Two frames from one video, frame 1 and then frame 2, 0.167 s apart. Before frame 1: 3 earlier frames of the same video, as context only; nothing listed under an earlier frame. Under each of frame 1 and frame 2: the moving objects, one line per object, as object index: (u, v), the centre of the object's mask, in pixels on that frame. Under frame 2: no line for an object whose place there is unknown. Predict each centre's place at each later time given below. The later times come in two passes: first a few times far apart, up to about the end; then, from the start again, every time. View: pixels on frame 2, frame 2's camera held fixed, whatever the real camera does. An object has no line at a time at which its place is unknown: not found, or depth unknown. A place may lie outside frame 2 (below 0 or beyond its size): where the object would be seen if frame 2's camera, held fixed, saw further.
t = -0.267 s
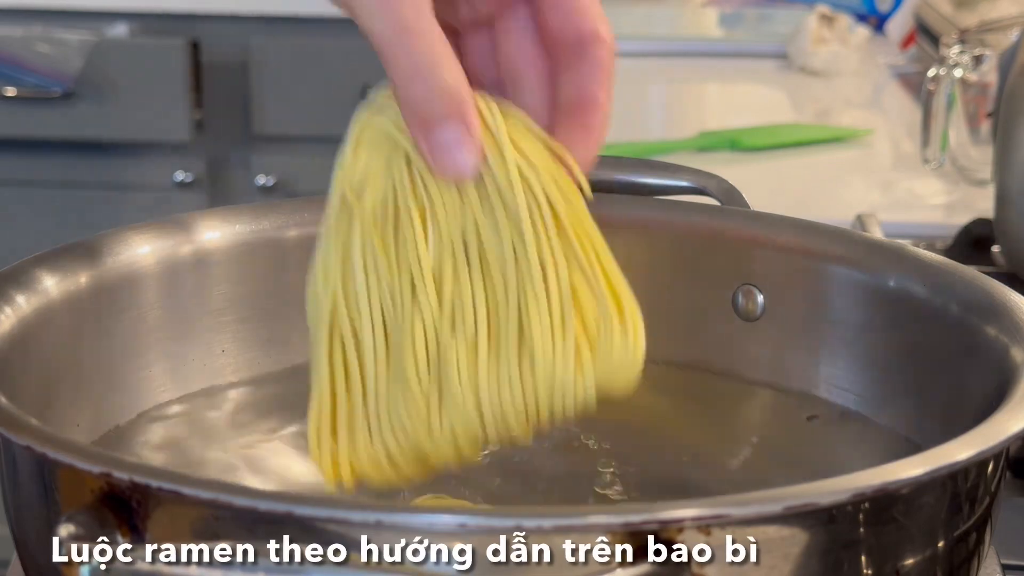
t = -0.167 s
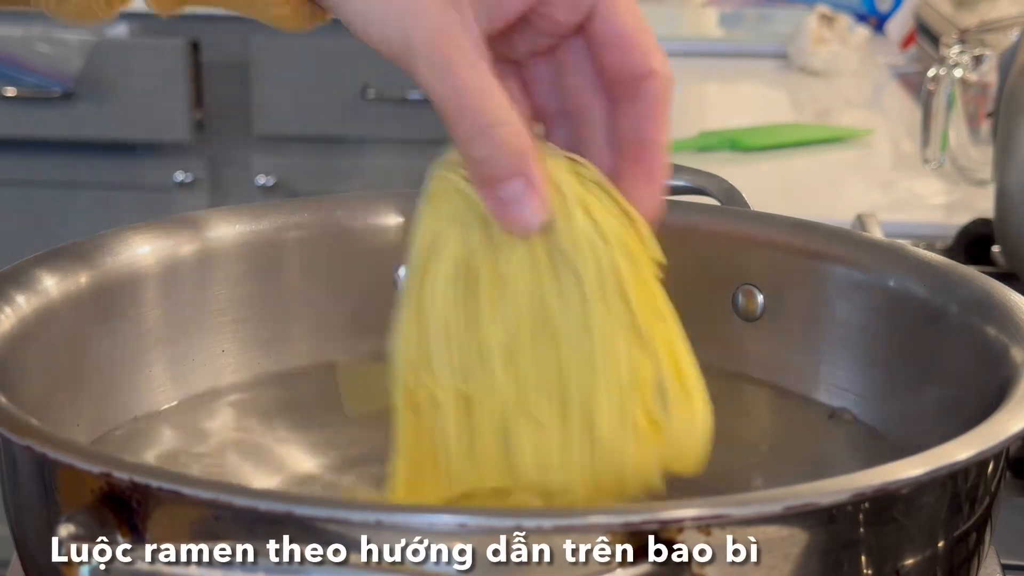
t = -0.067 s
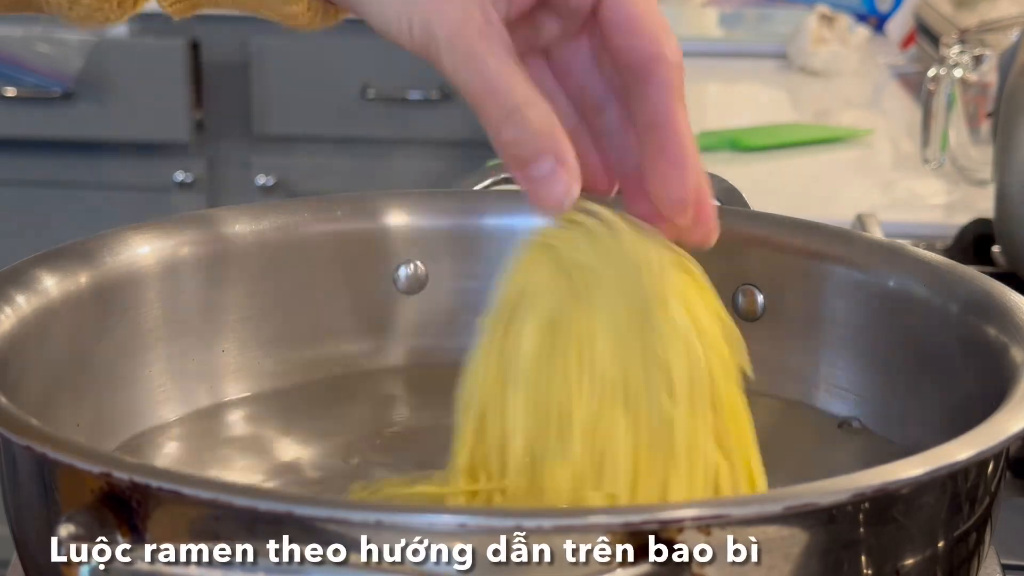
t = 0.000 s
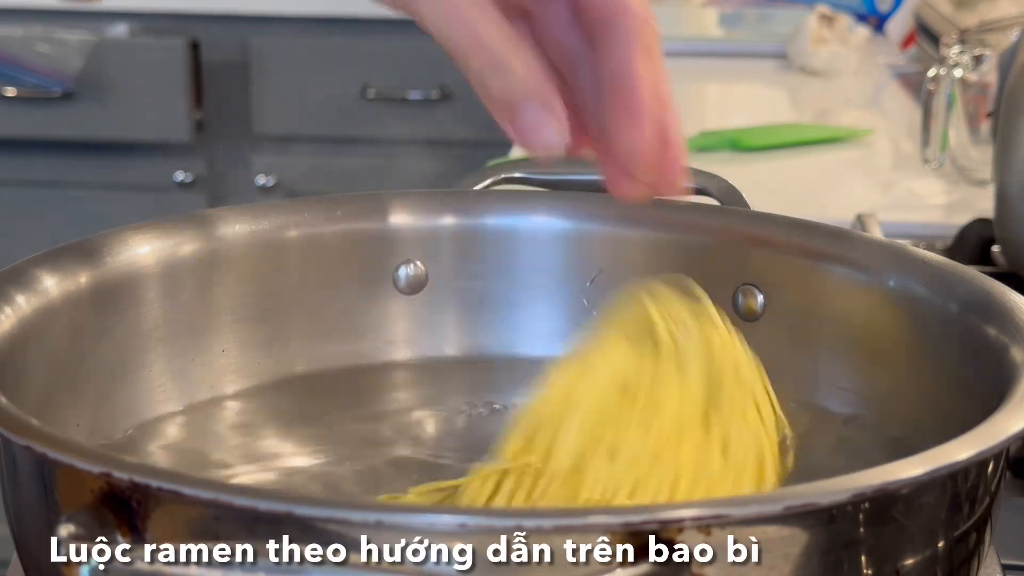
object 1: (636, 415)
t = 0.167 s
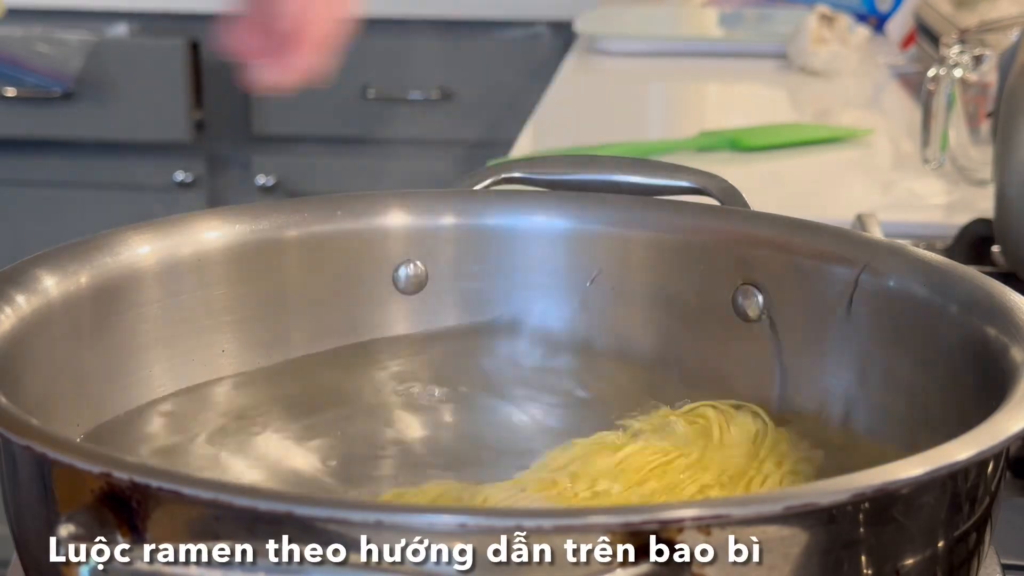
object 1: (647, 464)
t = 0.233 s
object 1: (622, 465)
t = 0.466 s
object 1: (656, 467)
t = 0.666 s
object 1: (634, 469)
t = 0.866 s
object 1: (624, 472)
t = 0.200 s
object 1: (635, 464)
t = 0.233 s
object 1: (622, 465)
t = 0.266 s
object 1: (612, 466)
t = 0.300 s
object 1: (605, 468)
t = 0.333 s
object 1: (602, 469)
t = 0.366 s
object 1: (608, 471)
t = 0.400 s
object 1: (620, 471)
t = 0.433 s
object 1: (638, 469)
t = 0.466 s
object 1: (656, 467)
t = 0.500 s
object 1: (671, 464)
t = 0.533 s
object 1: (644, 467)
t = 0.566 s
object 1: (622, 469)
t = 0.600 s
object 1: (616, 470)
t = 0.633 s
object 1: (630, 470)
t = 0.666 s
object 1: (634, 469)
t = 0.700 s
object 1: (629, 469)
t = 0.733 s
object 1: (612, 470)
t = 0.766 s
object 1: (619, 470)
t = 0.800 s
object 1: (628, 470)
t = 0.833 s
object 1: (628, 471)
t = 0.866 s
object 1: (624, 472)
